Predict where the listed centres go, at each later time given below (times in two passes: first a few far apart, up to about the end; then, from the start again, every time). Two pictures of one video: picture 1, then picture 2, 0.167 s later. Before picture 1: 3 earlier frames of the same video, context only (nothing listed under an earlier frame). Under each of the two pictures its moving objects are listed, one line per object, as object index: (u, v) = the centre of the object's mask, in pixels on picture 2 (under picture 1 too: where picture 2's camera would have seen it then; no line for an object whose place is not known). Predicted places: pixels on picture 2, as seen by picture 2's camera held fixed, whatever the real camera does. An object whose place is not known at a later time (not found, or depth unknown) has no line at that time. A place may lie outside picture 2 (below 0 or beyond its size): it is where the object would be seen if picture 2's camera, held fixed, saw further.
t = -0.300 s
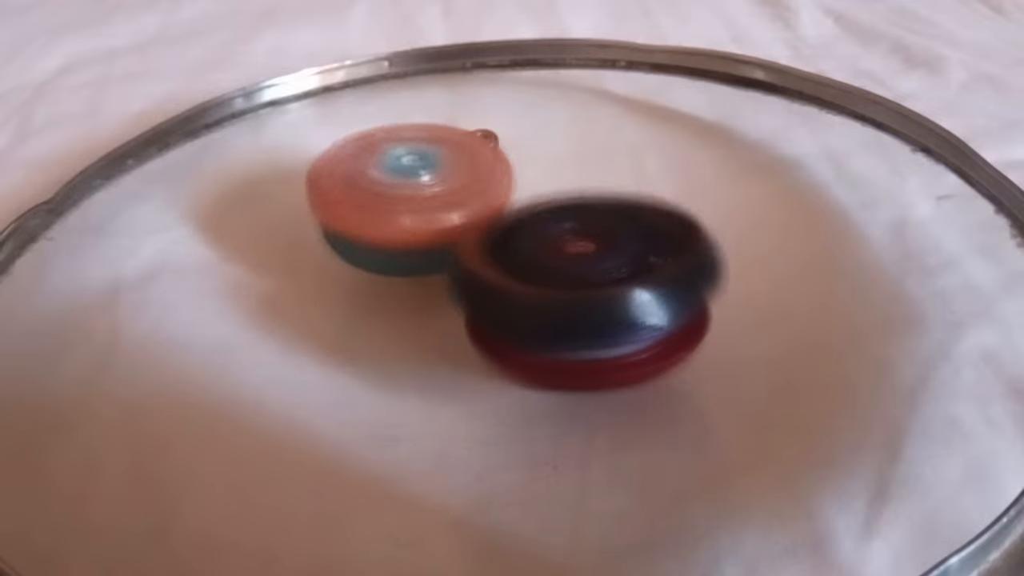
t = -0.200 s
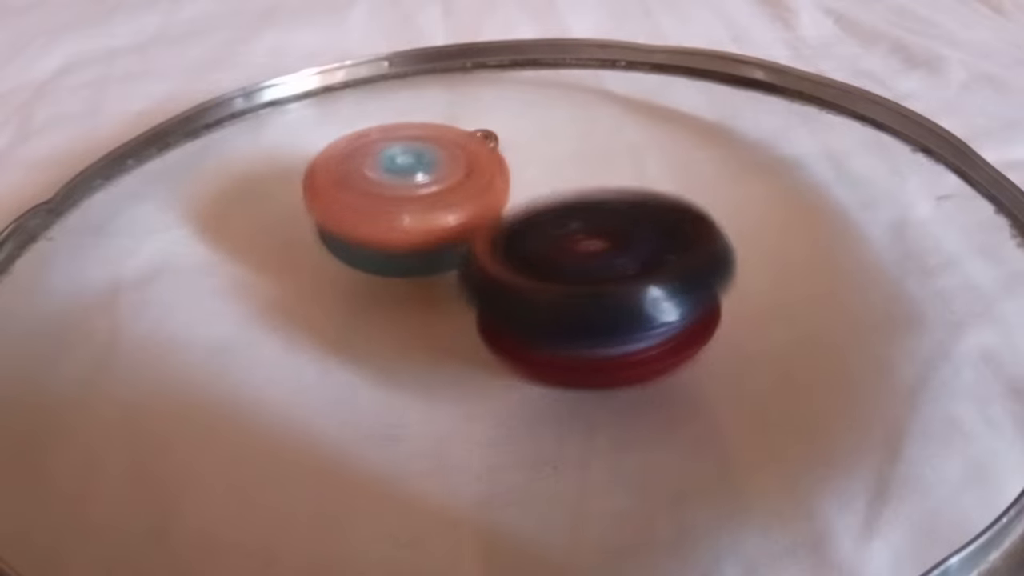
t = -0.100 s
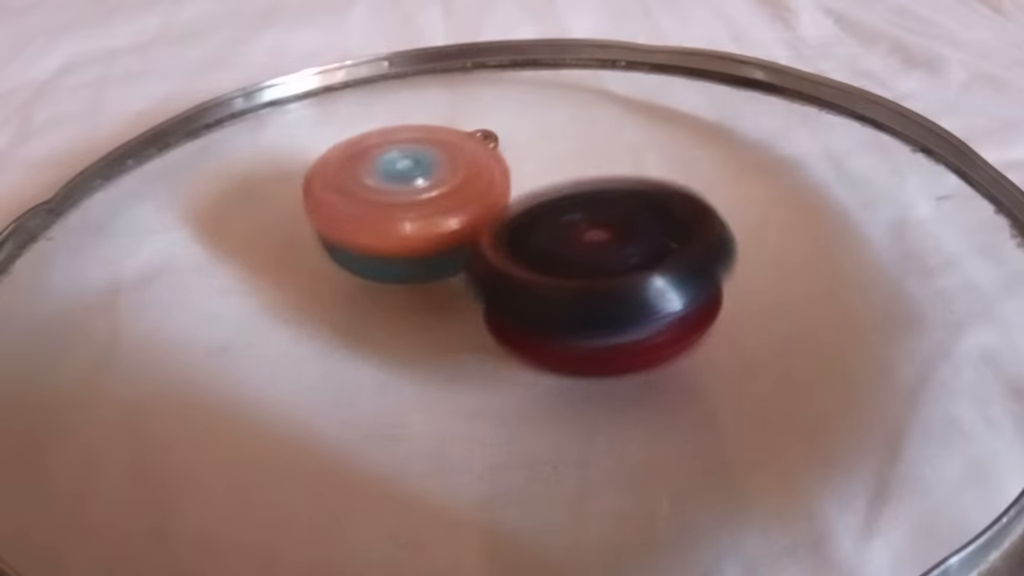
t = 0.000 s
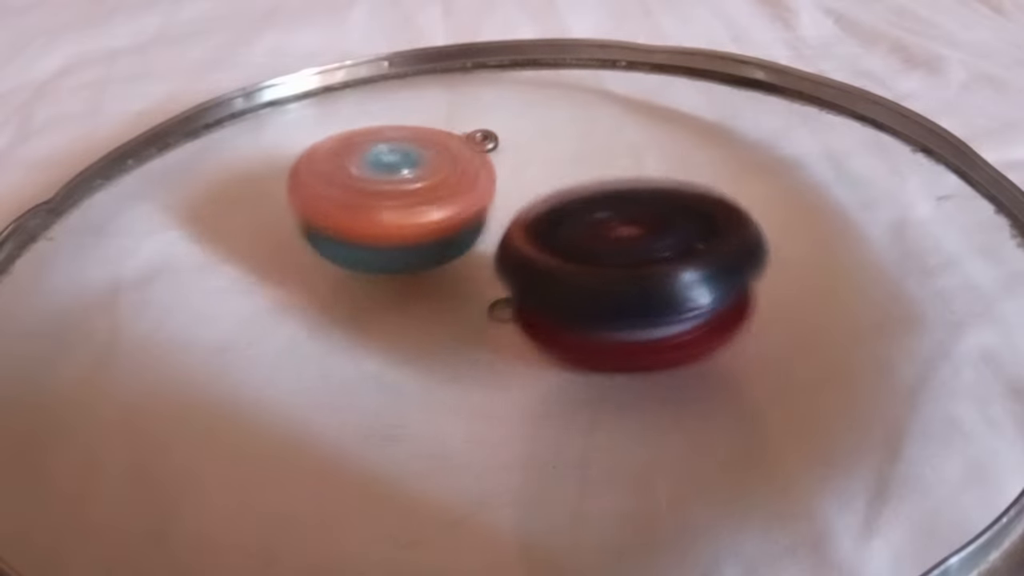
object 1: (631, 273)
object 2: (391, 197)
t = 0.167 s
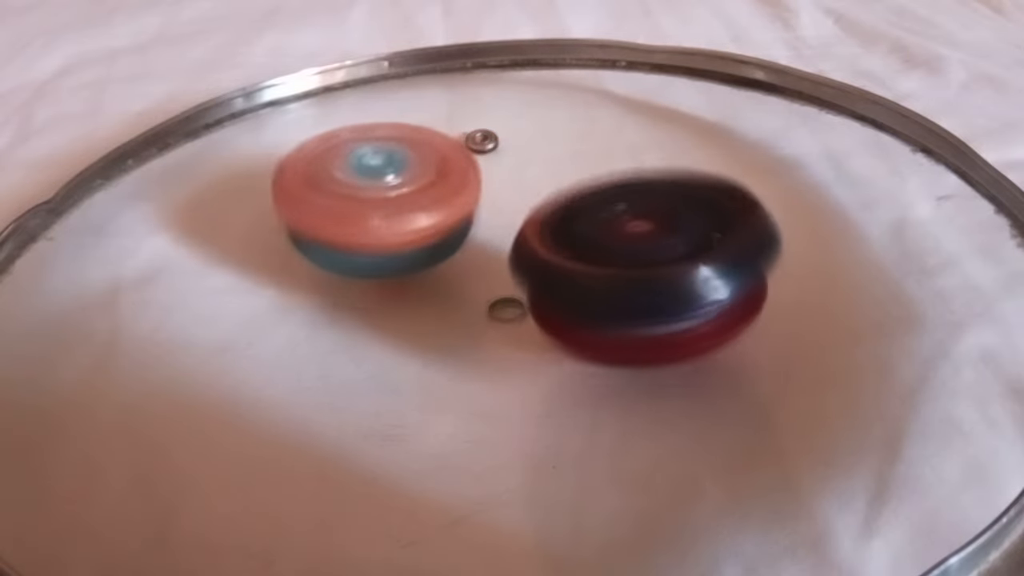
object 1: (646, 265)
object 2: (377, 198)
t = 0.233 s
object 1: (642, 258)
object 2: (380, 203)
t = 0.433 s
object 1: (658, 249)
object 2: (365, 212)
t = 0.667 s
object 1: (636, 243)
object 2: (350, 225)
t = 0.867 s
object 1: (626, 241)
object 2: (351, 238)
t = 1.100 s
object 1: (610, 243)
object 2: (357, 255)
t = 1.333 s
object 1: (607, 239)
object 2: (354, 267)
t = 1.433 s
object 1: (608, 233)
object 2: (347, 271)
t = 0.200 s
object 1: (645, 263)
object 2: (379, 200)
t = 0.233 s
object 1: (642, 258)
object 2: (380, 203)
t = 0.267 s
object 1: (637, 254)
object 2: (382, 206)
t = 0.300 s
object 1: (630, 251)
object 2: (387, 210)
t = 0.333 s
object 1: (623, 248)
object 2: (392, 214)
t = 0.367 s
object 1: (624, 244)
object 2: (391, 216)
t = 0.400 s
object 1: (648, 247)
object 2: (374, 212)
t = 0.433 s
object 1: (658, 249)
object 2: (365, 212)
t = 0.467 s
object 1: (660, 249)
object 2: (357, 213)
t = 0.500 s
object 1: (661, 249)
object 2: (353, 214)
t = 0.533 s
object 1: (657, 249)
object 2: (350, 216)
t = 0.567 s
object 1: (654, 248)
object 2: (349, 218)
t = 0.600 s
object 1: (650, 245)
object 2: (349, 219)
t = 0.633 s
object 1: (644, 243)
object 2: (349, 222)
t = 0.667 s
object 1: (636, 243)
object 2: (350, 225)
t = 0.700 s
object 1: (628, 240)
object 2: (355, 228)
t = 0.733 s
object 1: (621, 239)
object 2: (360, 232)
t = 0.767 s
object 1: (611, 239)
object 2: (367, 234)
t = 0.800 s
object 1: (615, 239)
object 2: (359, 237)
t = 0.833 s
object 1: (625, 238)
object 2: (350, 236)
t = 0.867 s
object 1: (626, 241)
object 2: (351, 238)
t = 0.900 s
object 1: (623, 243)
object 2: (351, 241)
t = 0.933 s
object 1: (618, 243)
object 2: (352, 244)
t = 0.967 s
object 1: (613, 243)
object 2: (354, 247)
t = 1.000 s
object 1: (606, 243)
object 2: (357, 250)
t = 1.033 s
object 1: (606, 242)
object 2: (356, 252)
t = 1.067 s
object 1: (610, 241)
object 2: (355, 253)
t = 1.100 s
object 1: (610, 243)
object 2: (357, 255)
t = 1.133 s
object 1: (608, 243)
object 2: (357, 258)
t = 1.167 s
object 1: (612, 241)
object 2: (352, 260)
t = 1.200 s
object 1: (612, 242)
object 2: (353, 261)
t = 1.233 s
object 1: (610, 242)
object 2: (355, 263)
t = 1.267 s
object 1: (610, 240)
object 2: (354, 265)
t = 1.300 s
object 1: (610, 239)
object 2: (354, 266)
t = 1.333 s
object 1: (607, 239)
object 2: (354, 267)
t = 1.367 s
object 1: (607, 236)
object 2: (353, 268)
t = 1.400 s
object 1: (606, 234)
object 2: (355, 270)
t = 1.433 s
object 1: (608, 233)
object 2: (347, 271)
